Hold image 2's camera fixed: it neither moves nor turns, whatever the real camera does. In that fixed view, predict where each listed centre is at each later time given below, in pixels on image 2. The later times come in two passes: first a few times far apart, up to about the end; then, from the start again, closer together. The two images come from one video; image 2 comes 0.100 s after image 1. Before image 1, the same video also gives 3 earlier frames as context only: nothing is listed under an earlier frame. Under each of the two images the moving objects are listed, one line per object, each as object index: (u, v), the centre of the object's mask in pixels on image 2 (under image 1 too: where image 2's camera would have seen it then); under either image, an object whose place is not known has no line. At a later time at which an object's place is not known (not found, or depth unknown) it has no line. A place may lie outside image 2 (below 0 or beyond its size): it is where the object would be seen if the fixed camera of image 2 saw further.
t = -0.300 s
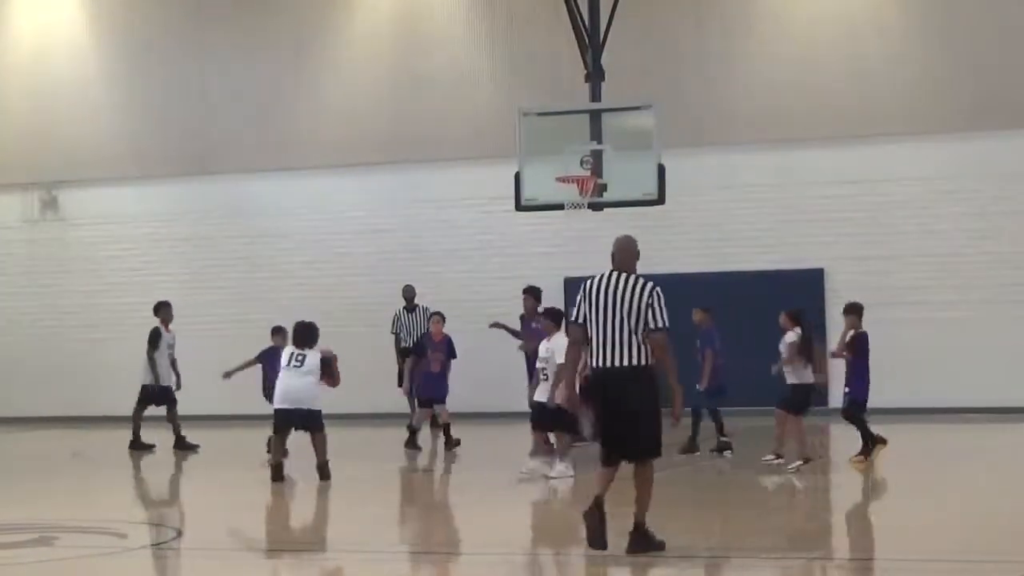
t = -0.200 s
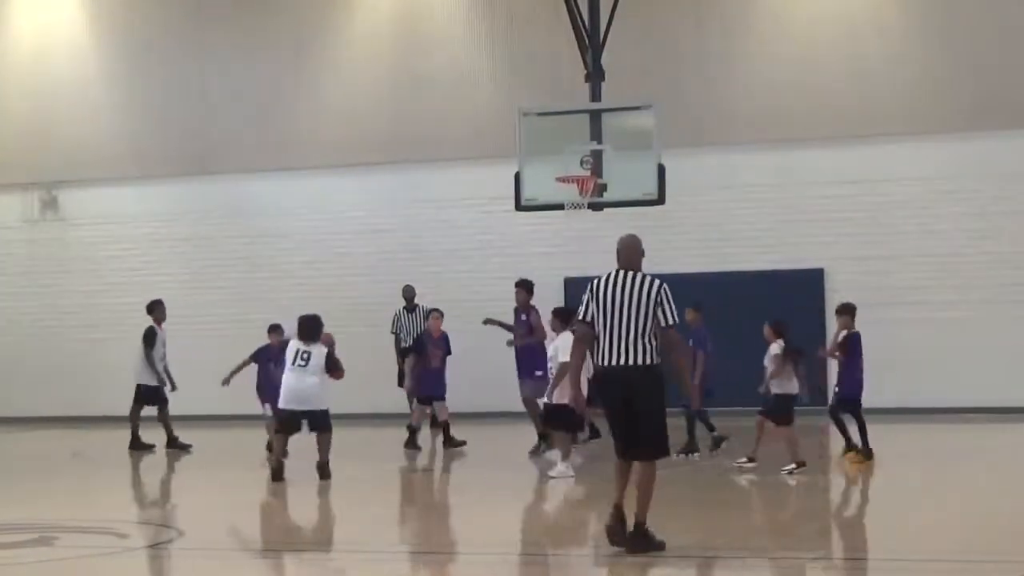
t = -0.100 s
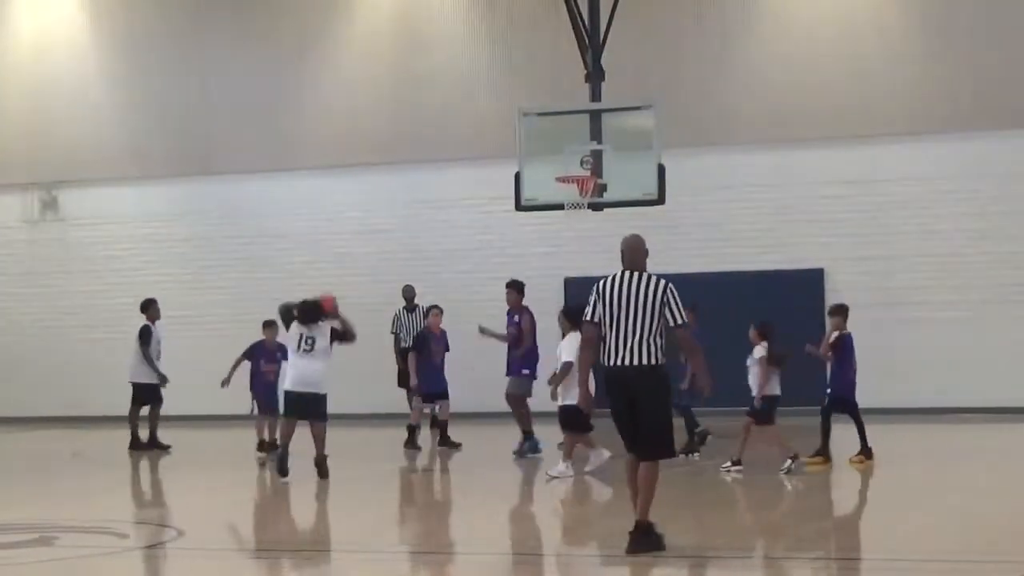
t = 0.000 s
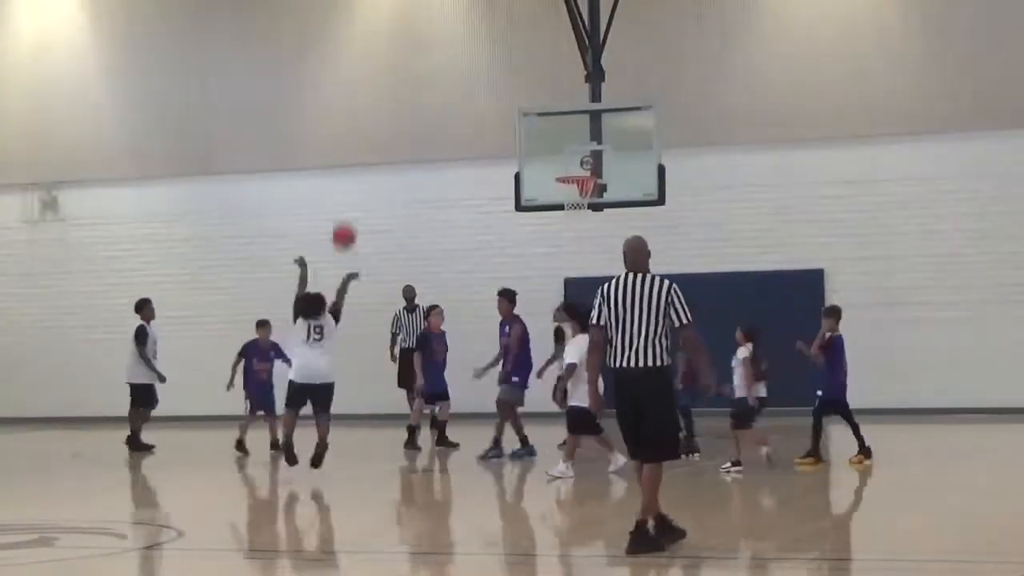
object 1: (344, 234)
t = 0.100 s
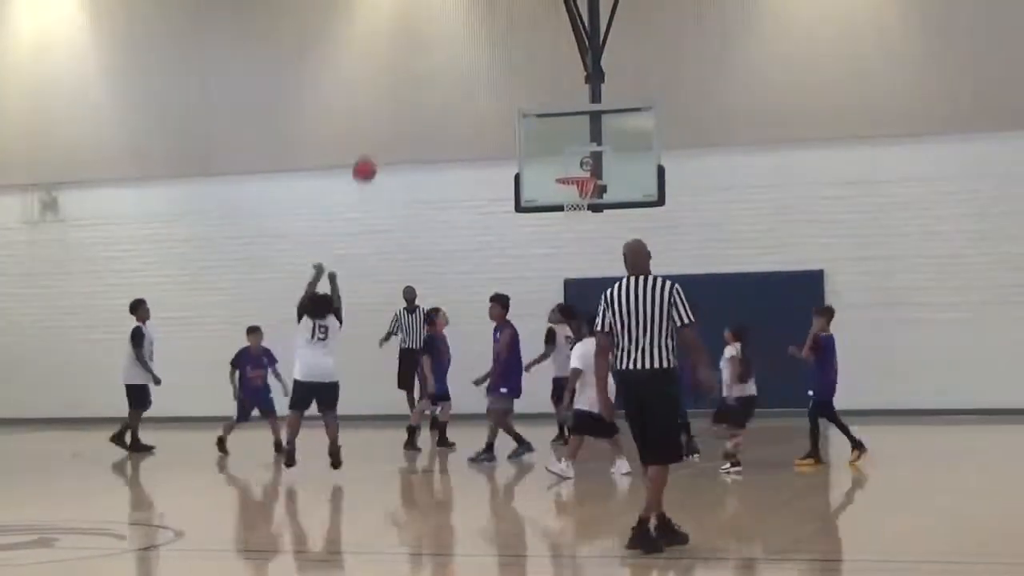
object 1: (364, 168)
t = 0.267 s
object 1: (398, 85)
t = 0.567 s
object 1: (454, 11)
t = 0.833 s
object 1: (500, 17)
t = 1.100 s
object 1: (543, 83)
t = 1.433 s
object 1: (585, 213)
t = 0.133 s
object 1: (371, 151)
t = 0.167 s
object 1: (378, 132)
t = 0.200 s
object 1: (384, 115)
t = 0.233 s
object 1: (391, 99)
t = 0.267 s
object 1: (398, 85)
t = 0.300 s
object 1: (404, 72)
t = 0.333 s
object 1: (411, 61)
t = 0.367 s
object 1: (417, 49)
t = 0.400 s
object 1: (423, 40)
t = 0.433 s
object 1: (430, 32)
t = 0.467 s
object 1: (436, 25)
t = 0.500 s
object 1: (442, 19)
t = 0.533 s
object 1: (448, 14)
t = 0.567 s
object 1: (454, 11)
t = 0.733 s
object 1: (483, 9)
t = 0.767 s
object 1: (488, 10)
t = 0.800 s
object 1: (495, 13)
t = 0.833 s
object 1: (500, 17)
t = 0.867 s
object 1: (505, 23)
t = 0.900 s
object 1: (510, 29)
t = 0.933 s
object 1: (516, 36)
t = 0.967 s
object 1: (521, 44)
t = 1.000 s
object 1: (527, 52)
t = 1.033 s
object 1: (532, 62)
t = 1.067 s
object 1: (537, 72)
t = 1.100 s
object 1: (543, 83)
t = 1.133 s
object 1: (547, 95)
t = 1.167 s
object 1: (553, 108)
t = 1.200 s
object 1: (558, 123)
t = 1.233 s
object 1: (562, 137)
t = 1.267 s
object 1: (568, 151)
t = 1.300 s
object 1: (572, 168)
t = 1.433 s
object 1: (585, 213)
